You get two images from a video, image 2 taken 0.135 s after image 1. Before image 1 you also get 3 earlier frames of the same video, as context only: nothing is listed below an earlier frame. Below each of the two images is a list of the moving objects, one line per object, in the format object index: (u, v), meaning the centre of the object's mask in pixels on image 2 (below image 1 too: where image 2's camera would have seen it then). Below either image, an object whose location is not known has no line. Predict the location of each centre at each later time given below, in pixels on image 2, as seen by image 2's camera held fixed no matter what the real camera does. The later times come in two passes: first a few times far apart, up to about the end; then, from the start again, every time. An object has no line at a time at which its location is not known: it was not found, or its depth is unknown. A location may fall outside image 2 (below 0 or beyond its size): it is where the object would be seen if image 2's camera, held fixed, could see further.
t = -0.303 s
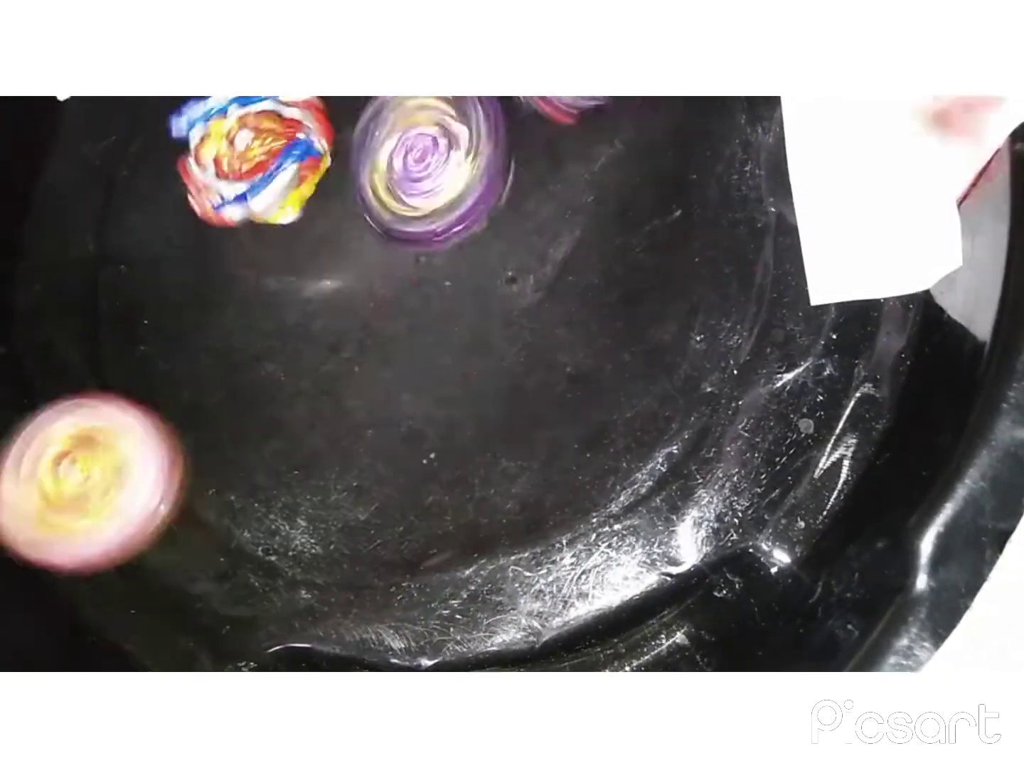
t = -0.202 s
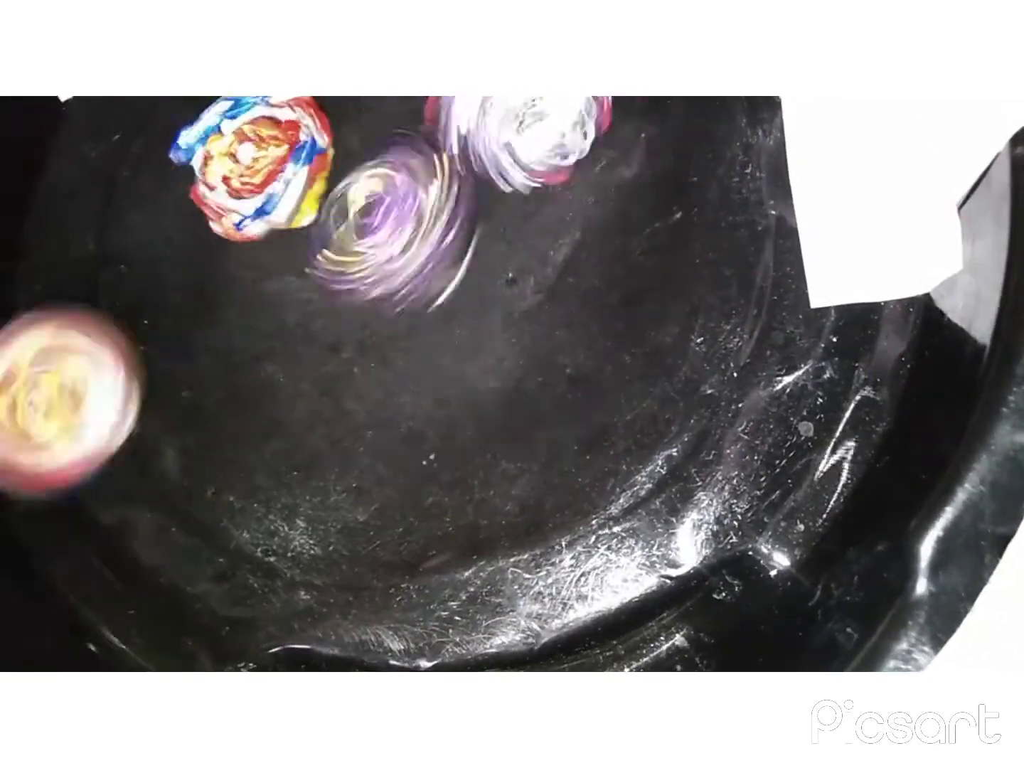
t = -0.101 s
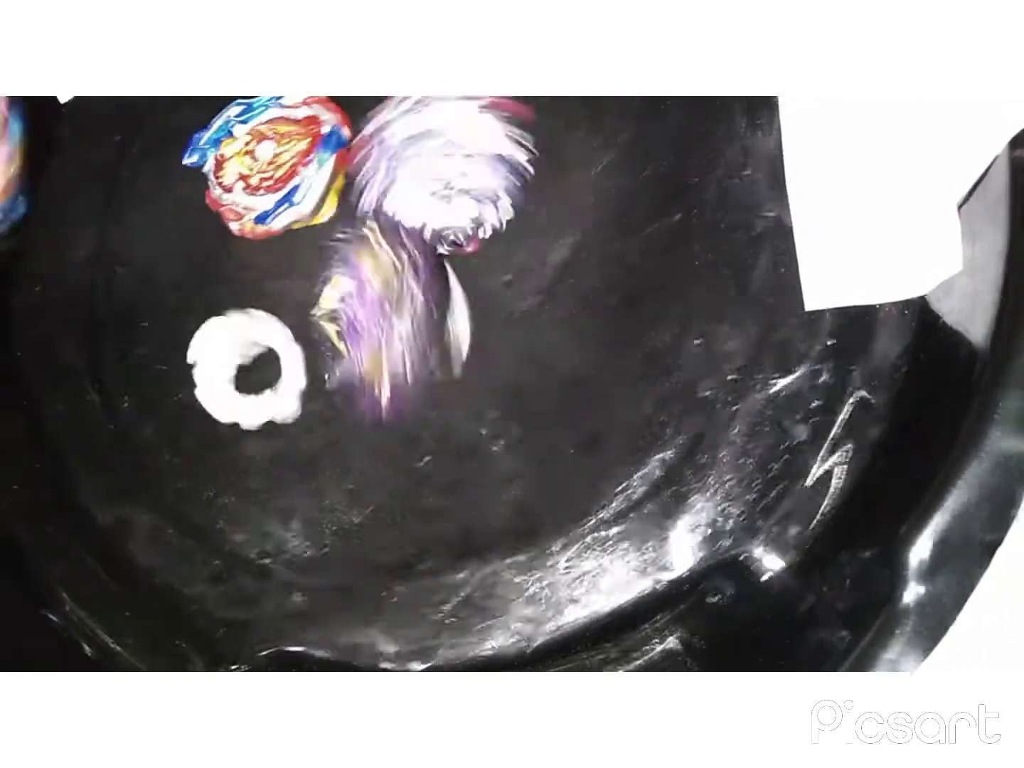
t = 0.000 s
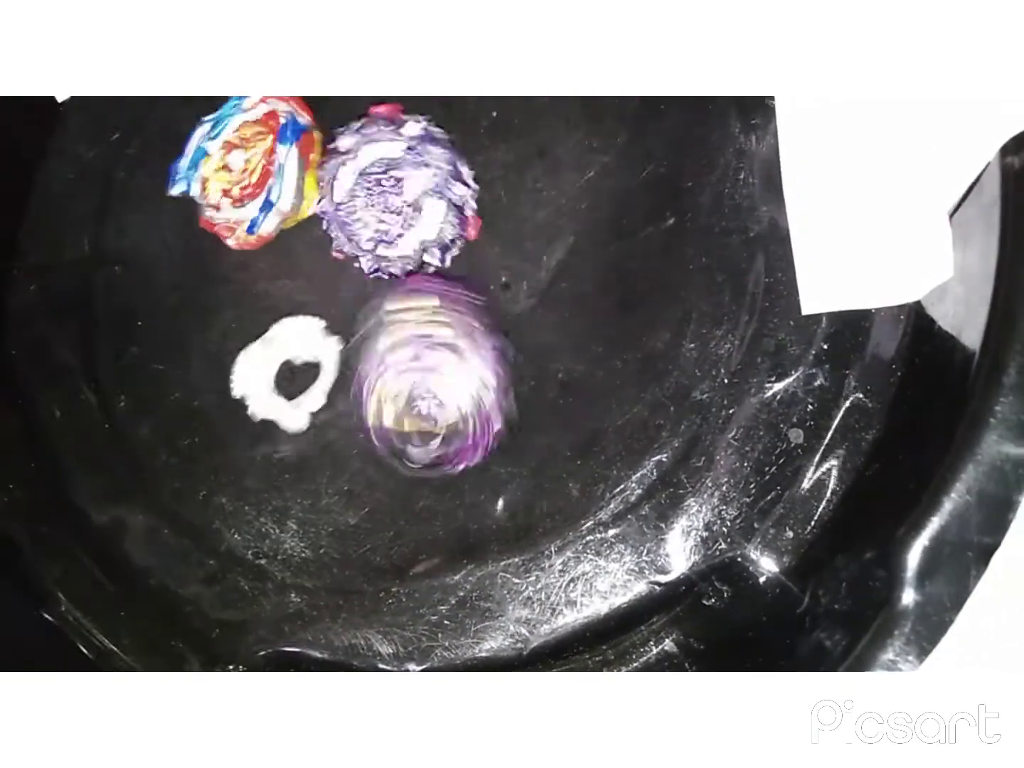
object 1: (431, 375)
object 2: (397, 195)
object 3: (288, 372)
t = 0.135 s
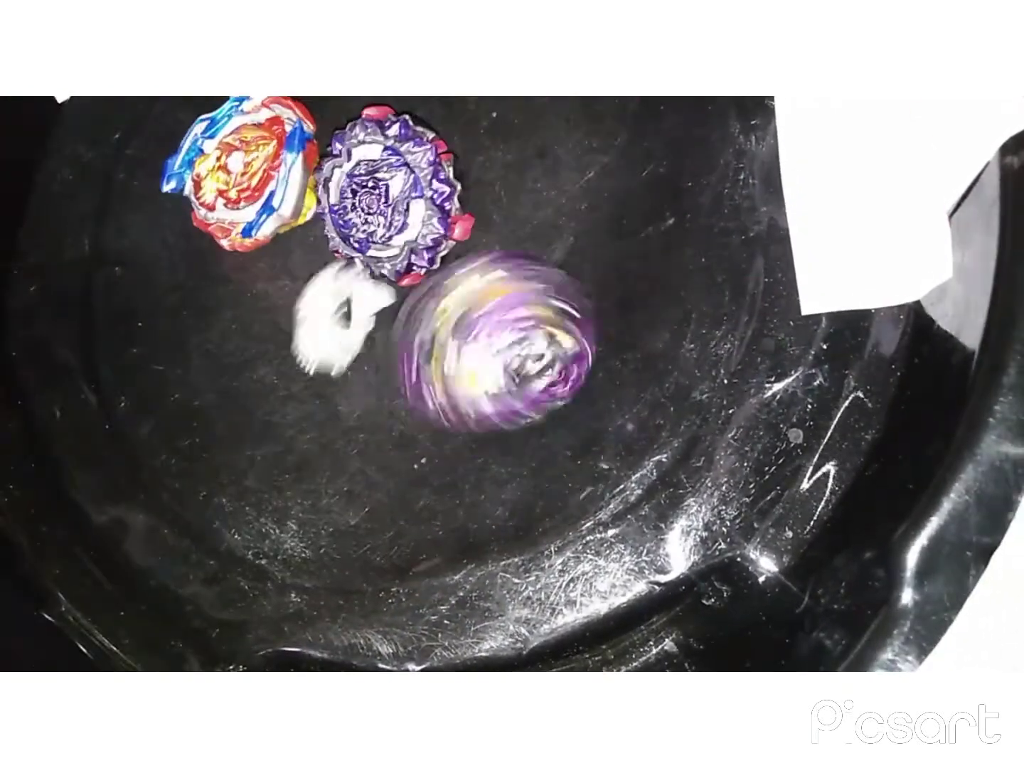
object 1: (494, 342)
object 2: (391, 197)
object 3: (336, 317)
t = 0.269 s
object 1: (514, 273)
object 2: (389, 186)
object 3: (377, 318)
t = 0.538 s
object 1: (496, 261)
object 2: (398, 157)
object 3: (357, 302)
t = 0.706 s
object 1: (456, 288)
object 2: (401, 157)
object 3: (335, 278)
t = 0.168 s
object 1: (504, 326)
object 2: (392, 196)
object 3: (351, 313)
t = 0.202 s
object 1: (512, 306)
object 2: (391, 192)
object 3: (367, 312)
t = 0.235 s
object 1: (515, 288)
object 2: (389, 189)
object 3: (373, 313)
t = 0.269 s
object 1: (514, 273)
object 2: (389, 186)
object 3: (377, 318)
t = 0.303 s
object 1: (510, 266)
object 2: (388, 178)
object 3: (380, 322)
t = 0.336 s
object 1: (505, 260)
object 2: (392, 172)
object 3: (381, 326)
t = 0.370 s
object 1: (504, 257)
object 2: (391, 165)
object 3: (380, 322)
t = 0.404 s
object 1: (507, 259)
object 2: (396, 161)
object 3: (381, 316)
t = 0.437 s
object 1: (505, 256)
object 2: (398, 157)
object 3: (379, 310)
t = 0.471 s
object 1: (503, 253)
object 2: (398, 155)
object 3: (377, 304)
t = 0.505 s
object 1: (499, 255)
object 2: (397, 154)
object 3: (375, 302)
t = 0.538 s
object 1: (496, 261)
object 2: (398, 157)
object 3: (357, 302)
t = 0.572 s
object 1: (483, 273)
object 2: (397, 155)
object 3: (351, 296)
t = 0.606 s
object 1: (473, 280)
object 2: (400, 156)
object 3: (336, 291)
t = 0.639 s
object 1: (465, 285)
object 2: (401, 156)
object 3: (332, 284)
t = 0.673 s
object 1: (459, 286)
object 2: (401, 156)
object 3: (333, 282)
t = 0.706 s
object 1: (456, 288)
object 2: (401, 157)
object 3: (335, 278)
